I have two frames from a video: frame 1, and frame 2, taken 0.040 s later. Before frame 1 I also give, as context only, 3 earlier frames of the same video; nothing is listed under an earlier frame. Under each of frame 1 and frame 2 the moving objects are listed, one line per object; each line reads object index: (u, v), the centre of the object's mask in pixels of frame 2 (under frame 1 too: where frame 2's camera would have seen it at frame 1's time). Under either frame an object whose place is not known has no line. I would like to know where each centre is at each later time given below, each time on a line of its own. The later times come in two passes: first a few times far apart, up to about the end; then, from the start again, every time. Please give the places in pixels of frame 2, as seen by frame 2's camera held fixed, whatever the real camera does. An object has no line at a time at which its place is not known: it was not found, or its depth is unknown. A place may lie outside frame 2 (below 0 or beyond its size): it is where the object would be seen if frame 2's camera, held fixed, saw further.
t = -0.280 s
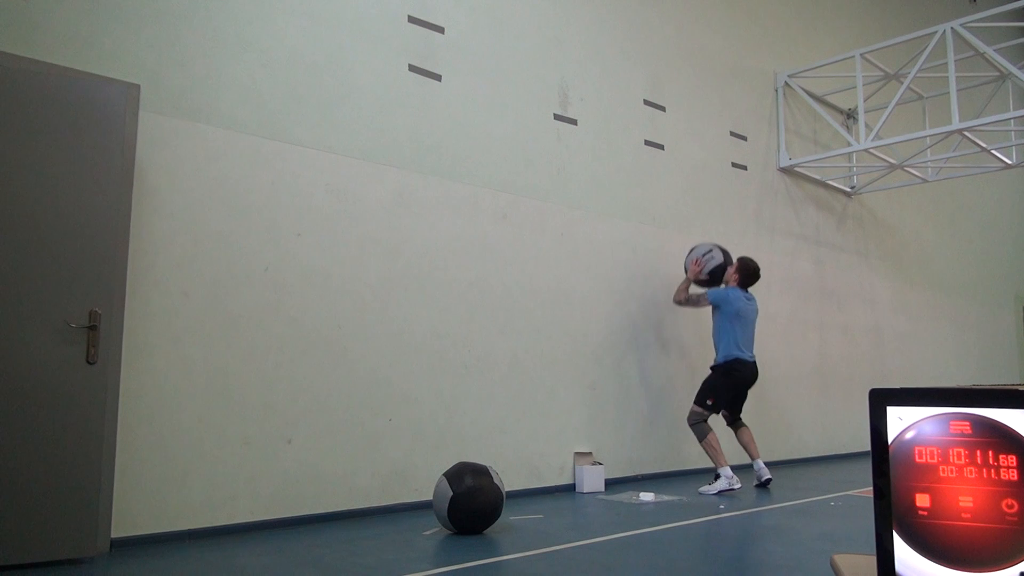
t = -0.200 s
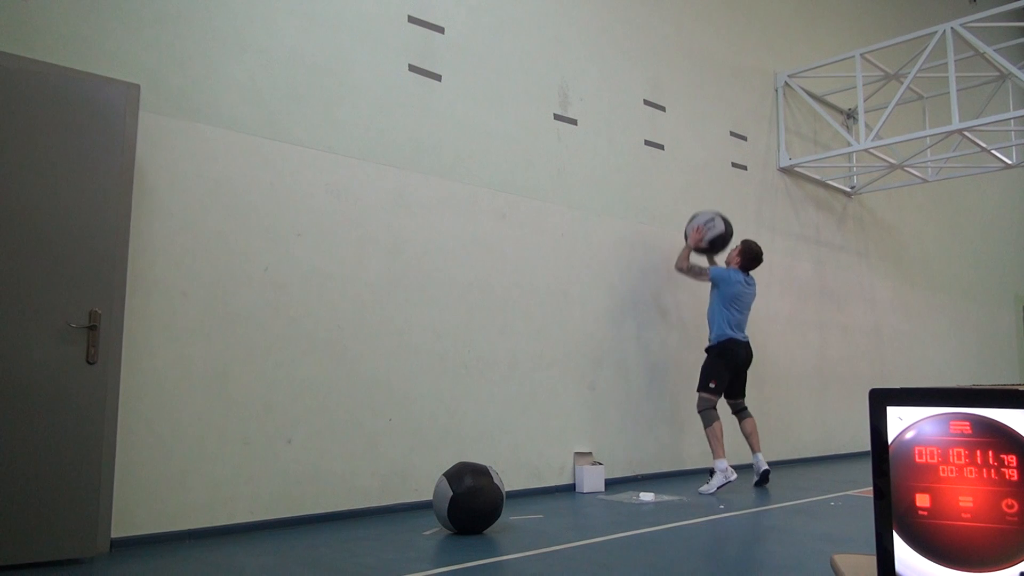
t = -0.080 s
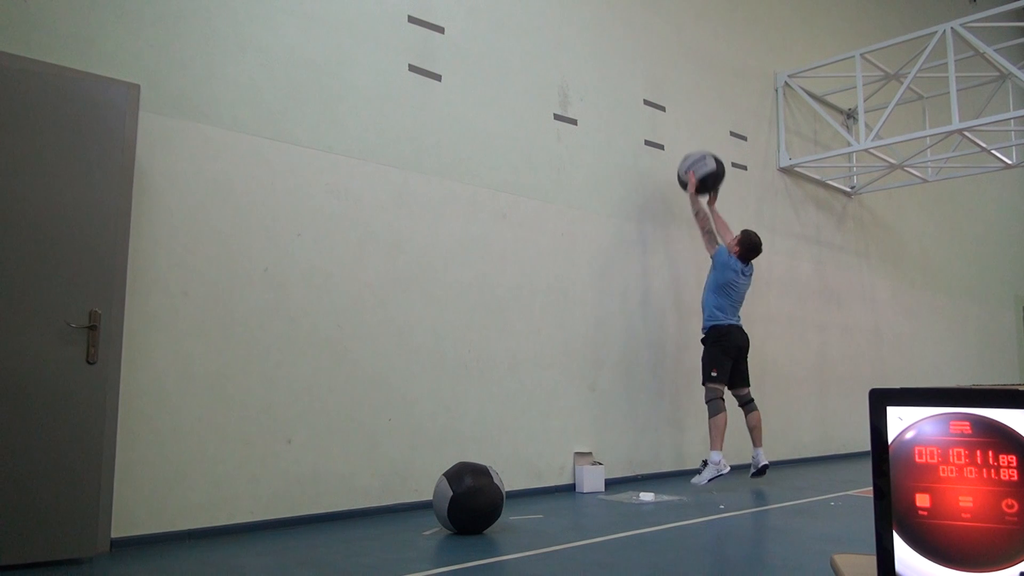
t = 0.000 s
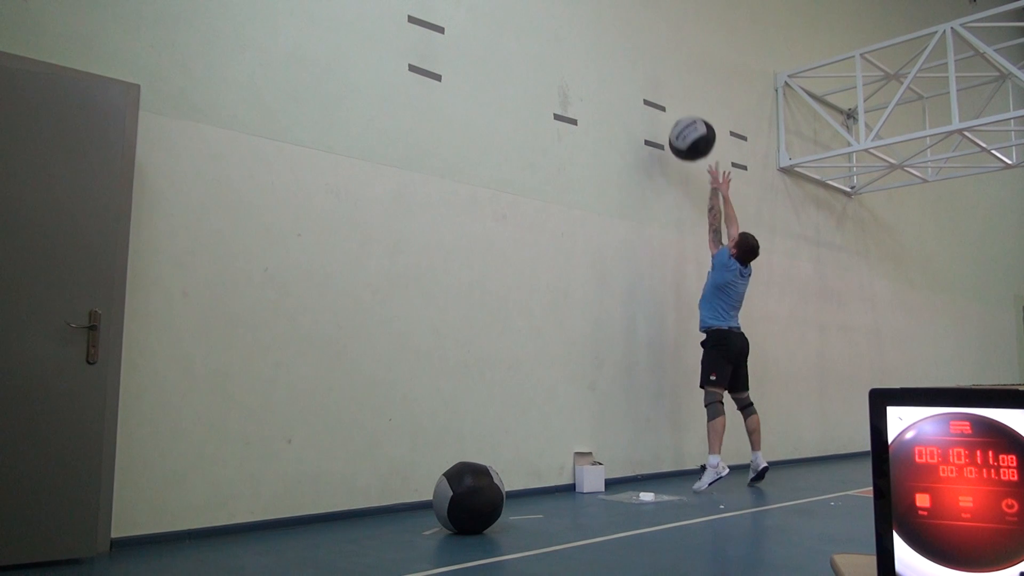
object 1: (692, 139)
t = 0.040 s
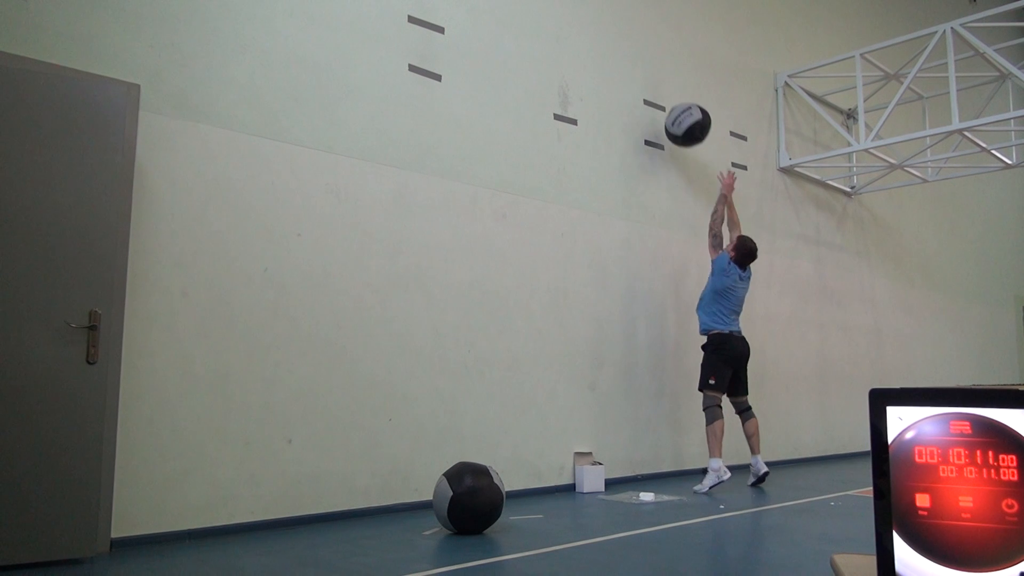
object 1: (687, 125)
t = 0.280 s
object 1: (674, 81)
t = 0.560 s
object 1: (692, 109)
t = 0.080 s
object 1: (683, 112)
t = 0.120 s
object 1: (679, 102)
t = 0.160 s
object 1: (675, 94)
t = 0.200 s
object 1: (671, 89)
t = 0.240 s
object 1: (672, 84)
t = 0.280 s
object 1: (674, 81)
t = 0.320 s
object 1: (677, 79)
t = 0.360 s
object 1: (679, 79)
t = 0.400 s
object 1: (682, 81)
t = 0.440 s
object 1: (685, 86)
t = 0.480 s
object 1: (687, 92)
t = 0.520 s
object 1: (690, 99)
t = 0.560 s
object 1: (692, 109)
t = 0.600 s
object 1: (695, 121)
